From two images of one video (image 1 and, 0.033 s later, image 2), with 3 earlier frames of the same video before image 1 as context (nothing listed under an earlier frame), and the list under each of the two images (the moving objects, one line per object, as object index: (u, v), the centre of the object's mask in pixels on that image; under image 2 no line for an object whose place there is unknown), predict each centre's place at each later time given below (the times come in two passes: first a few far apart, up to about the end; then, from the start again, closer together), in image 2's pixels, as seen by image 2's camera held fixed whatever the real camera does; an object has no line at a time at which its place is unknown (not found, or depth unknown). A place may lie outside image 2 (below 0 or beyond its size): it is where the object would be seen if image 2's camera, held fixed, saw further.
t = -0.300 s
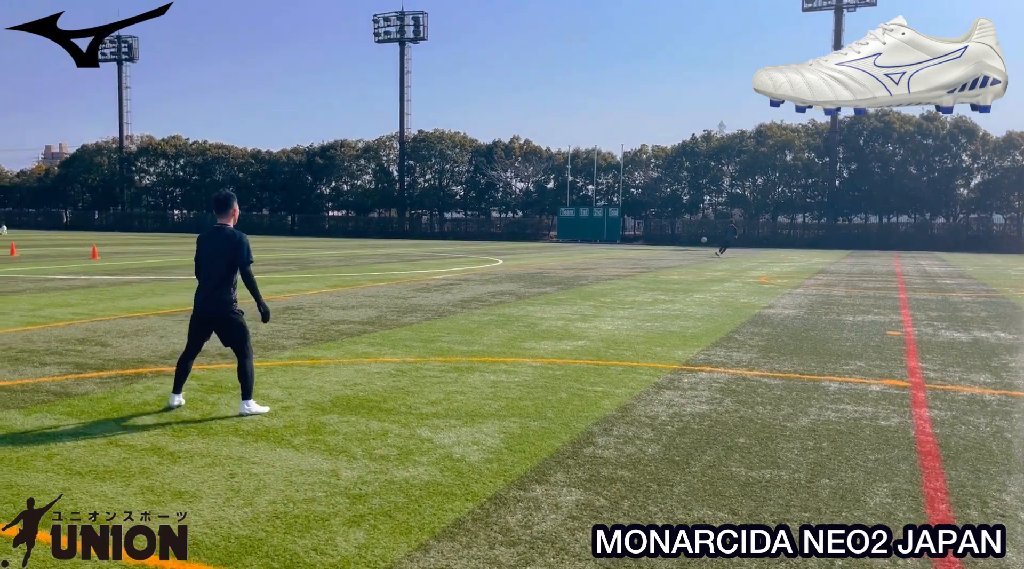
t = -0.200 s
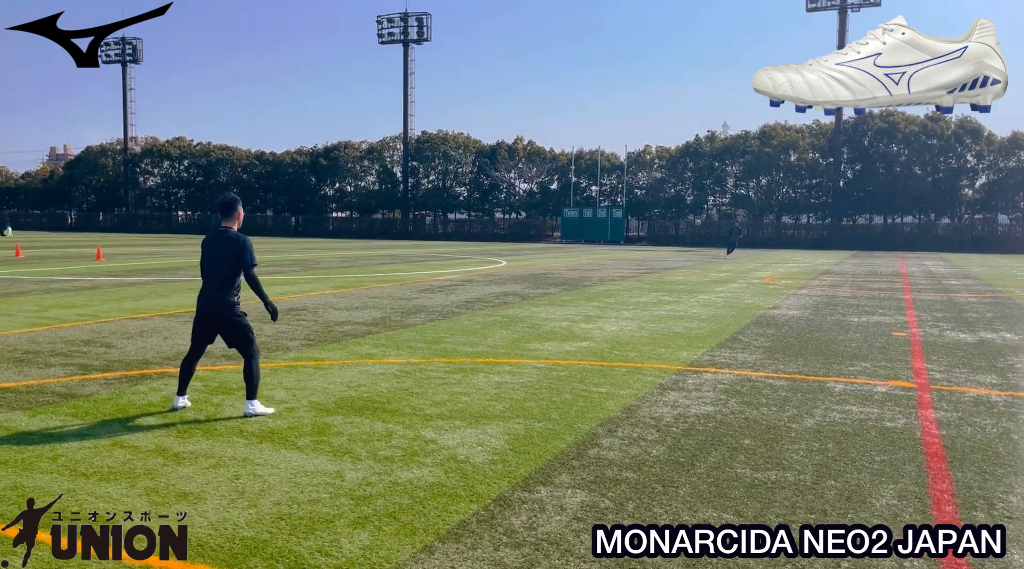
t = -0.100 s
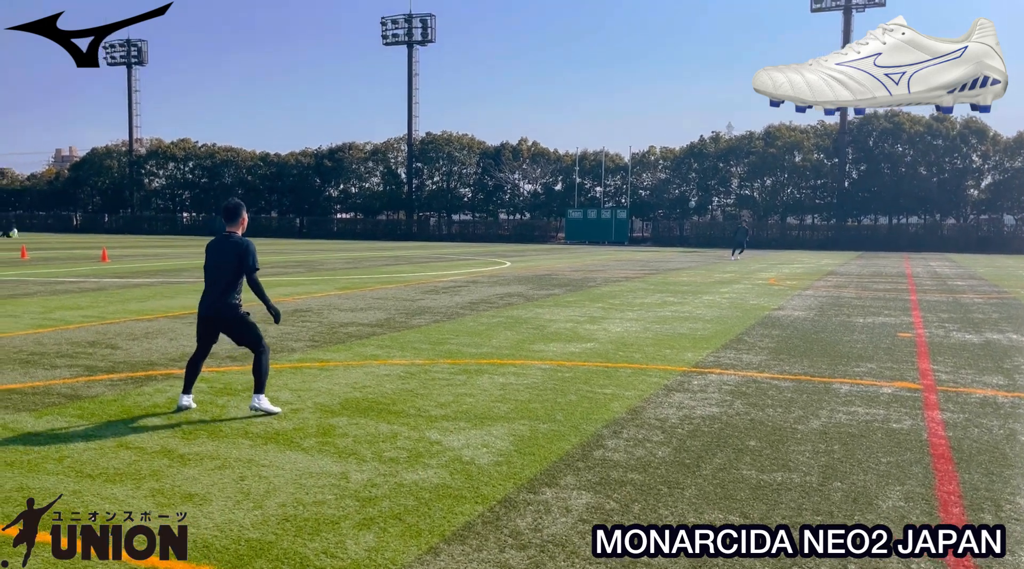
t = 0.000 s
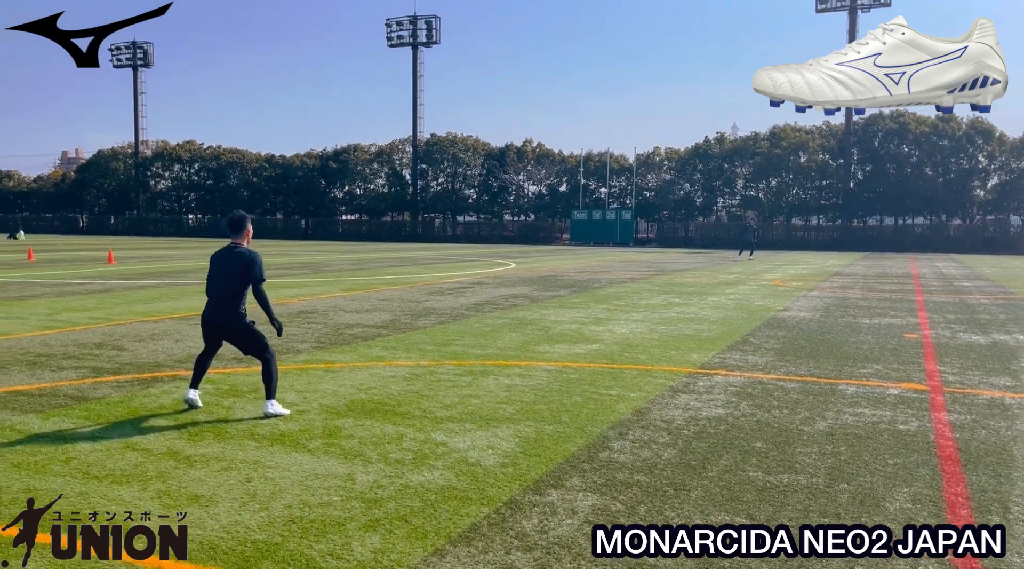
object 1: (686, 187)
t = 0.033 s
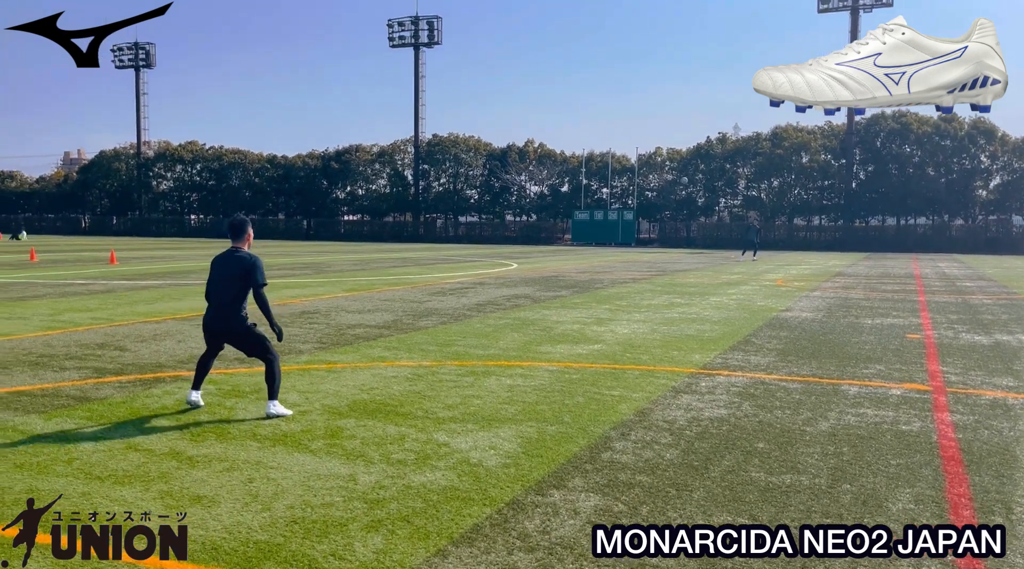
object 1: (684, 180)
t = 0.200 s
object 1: (665, 147)
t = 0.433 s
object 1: (637, 103)
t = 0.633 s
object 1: (609, 65)
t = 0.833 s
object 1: (576, 31)
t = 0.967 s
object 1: (550, 11)
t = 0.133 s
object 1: (673, 161)
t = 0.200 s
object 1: (665, 147)
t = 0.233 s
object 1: (661, 142)
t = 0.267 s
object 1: (657, 136)
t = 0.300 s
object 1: (653, 129)
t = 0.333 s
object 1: (649, 122)
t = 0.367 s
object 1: (645, 116)
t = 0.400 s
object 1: (641, 110)
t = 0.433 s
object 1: (637, 103)
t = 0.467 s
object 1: (632, 97)
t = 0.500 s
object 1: (628, 91)
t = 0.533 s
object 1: (623, 84)
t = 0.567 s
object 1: (619, 78)
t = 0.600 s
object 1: (614, 72)
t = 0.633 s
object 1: (609, 65)
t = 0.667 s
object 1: (604, 60)
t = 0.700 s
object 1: (599, 54)
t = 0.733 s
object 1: (594, 48)
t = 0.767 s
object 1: (588, 42)
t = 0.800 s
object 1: (582, 36)
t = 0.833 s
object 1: (576, 31)
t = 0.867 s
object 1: (570, 26)
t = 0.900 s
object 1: (564, 21)
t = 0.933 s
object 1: (557, 16)
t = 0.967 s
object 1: (550, 11)
